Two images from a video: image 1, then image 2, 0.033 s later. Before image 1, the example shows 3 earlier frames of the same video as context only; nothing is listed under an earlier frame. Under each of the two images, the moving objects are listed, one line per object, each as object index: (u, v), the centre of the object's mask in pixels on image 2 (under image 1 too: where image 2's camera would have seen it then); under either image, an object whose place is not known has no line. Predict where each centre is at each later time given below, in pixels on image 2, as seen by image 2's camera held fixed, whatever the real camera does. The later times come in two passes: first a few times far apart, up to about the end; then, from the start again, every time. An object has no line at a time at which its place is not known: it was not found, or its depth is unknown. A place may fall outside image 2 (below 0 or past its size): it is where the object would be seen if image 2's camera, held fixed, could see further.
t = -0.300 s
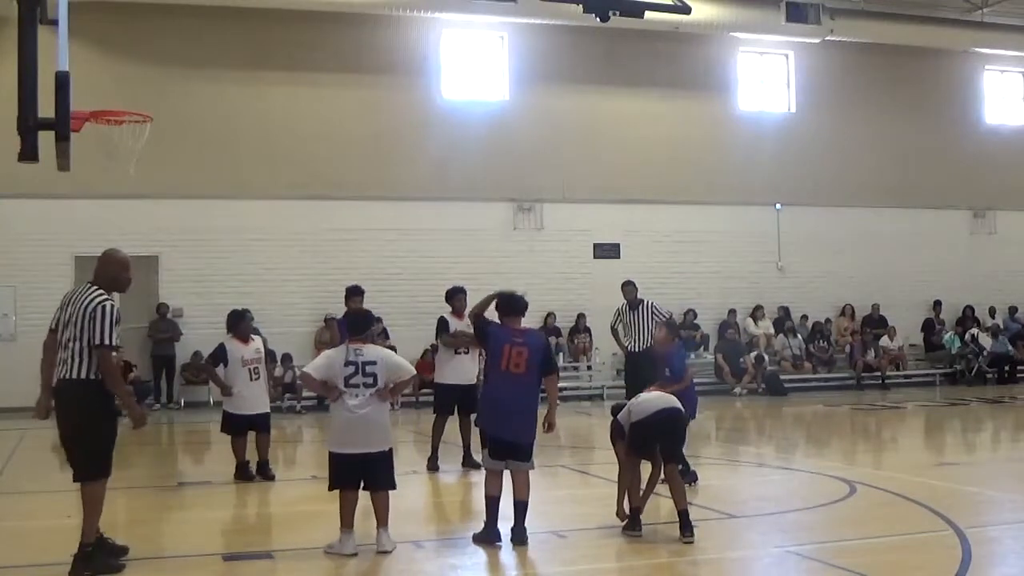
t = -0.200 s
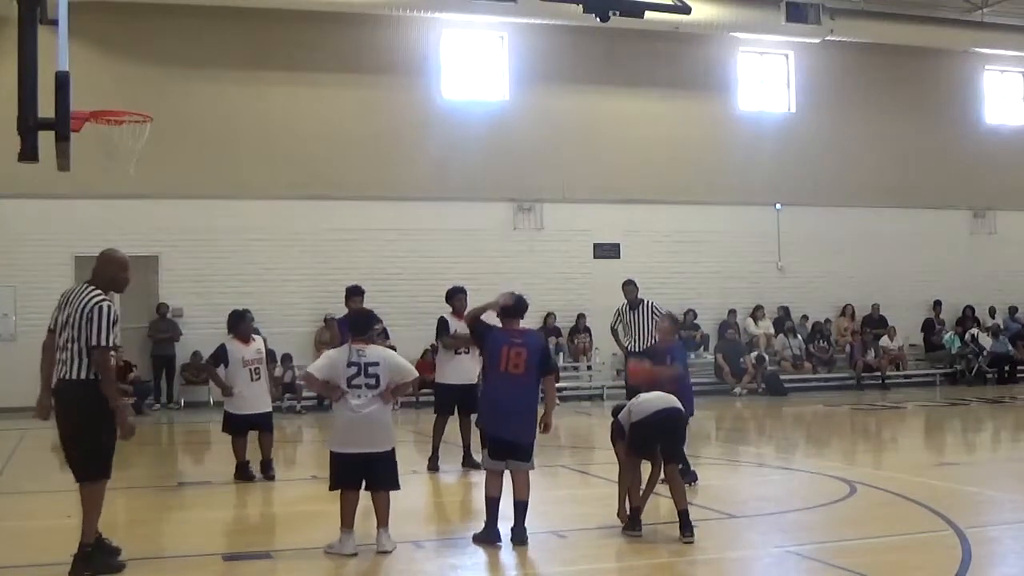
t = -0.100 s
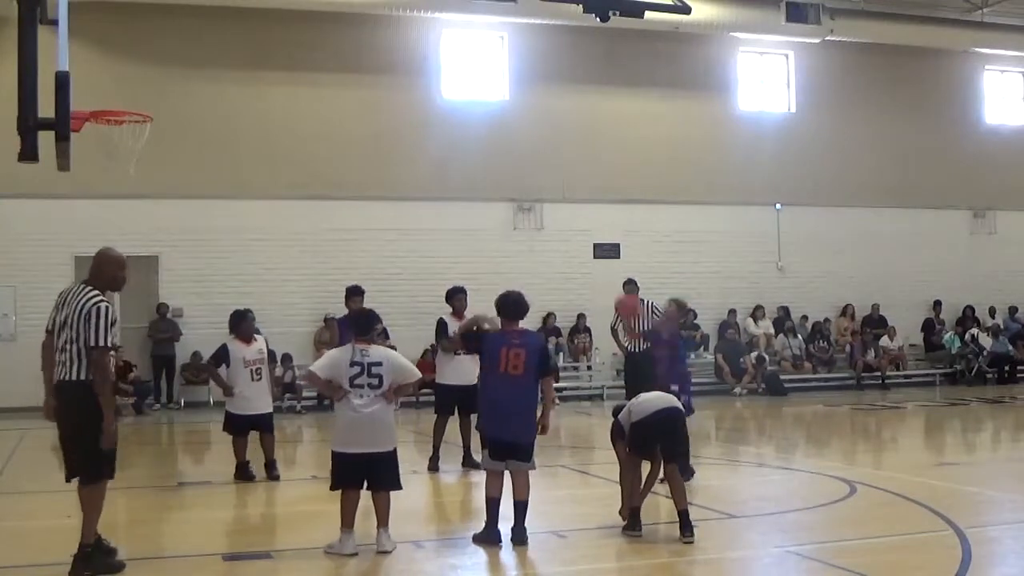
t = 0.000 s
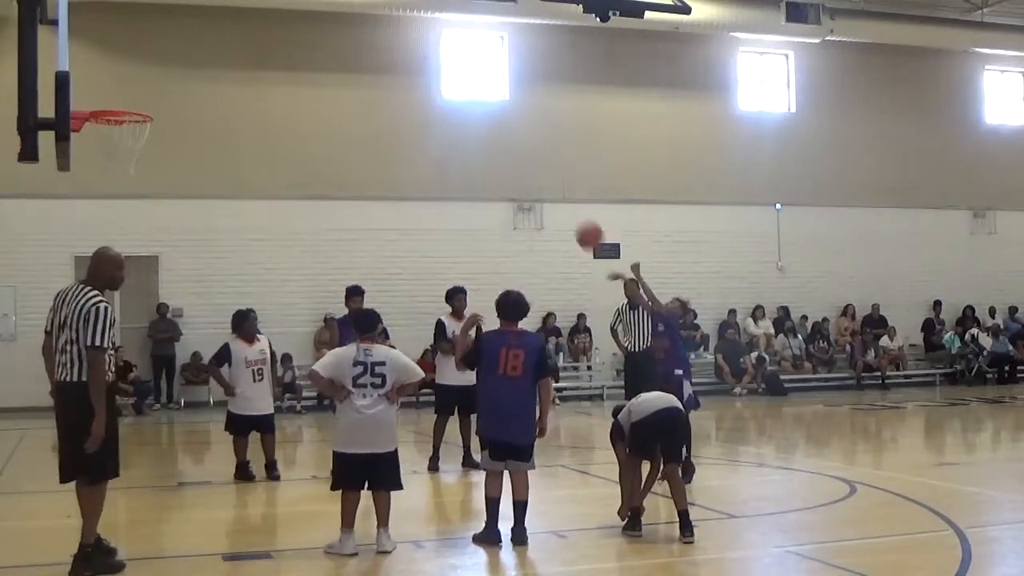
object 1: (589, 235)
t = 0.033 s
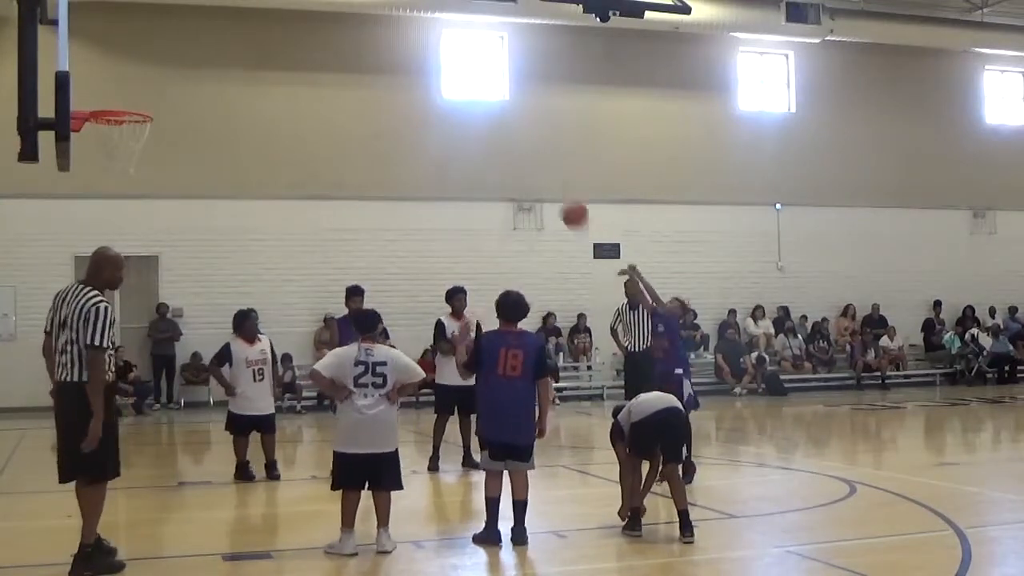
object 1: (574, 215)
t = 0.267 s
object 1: (467, 98)
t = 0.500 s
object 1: (358, 33)
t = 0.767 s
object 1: (231, 41)
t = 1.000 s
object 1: (123, 103)
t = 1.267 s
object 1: (112, 89)
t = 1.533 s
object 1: (114, 124)
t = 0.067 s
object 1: (559, 193)
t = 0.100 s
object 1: (544, 174)
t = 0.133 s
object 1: (528, 155)
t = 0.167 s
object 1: (513, 139)
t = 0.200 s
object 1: (498, 124)
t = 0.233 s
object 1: (484, 111)
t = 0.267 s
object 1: (467, 98)
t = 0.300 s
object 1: (449, 83)
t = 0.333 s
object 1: (433, 72)
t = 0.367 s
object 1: (420, 61)
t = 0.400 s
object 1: (405, 53)
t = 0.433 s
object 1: (389, 44)
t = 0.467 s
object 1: (374, 39)
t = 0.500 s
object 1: (358, 33)
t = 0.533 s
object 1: (345, 29)
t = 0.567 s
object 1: (328, 27)
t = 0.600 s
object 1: (313, 26)
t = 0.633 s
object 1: (296, 26)
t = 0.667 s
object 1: (279, 28)
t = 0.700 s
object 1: (264, 31)
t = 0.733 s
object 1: (248, 36)
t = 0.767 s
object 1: (231, 41)
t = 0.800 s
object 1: (214, 49)
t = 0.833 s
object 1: (199, 56)
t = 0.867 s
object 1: (182, 66)
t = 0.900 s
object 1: (166, 77)
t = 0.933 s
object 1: (150, 91)
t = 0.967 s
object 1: (134, 103)
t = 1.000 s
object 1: (123, 103)
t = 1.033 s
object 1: (114, 102)
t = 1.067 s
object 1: (105, 104)
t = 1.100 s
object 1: (104, 103)
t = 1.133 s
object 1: (106, 99)
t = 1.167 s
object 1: (108, 96)
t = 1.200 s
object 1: (111, 95)
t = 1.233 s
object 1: (111, 92)
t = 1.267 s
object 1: (112, 89)
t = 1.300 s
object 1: (112, 88)
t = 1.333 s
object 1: (112, 89)
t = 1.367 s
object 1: (113, 91)
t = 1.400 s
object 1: (113, 95)
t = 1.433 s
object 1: (113, 100)
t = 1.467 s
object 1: (114, 107)
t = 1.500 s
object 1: (114, 114)
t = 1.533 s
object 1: (114, 124)
